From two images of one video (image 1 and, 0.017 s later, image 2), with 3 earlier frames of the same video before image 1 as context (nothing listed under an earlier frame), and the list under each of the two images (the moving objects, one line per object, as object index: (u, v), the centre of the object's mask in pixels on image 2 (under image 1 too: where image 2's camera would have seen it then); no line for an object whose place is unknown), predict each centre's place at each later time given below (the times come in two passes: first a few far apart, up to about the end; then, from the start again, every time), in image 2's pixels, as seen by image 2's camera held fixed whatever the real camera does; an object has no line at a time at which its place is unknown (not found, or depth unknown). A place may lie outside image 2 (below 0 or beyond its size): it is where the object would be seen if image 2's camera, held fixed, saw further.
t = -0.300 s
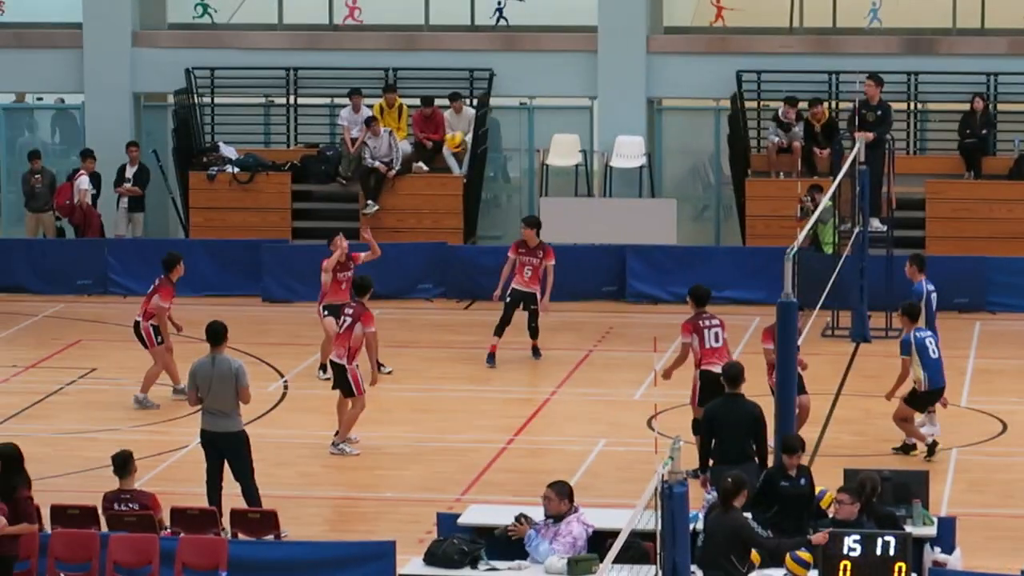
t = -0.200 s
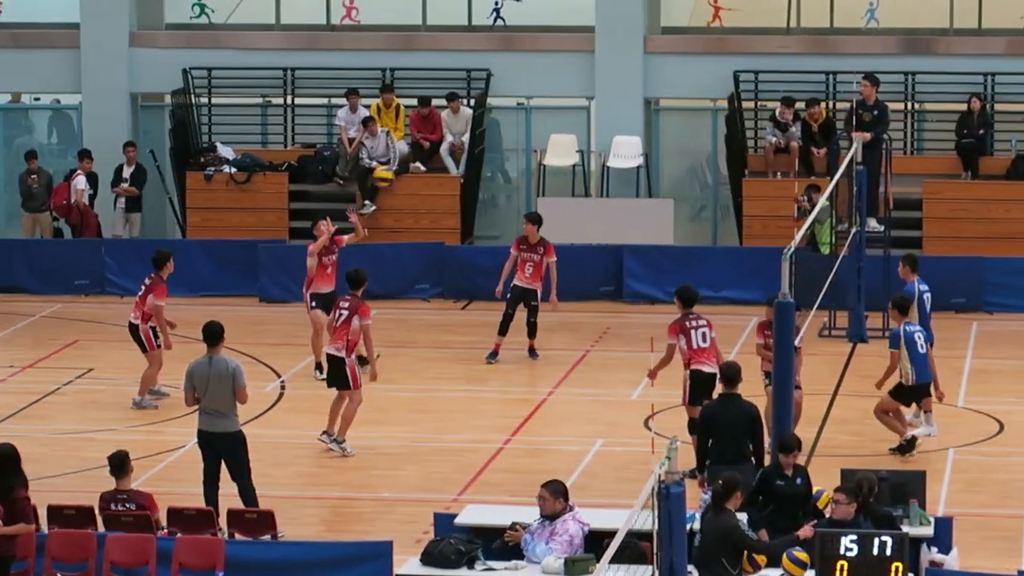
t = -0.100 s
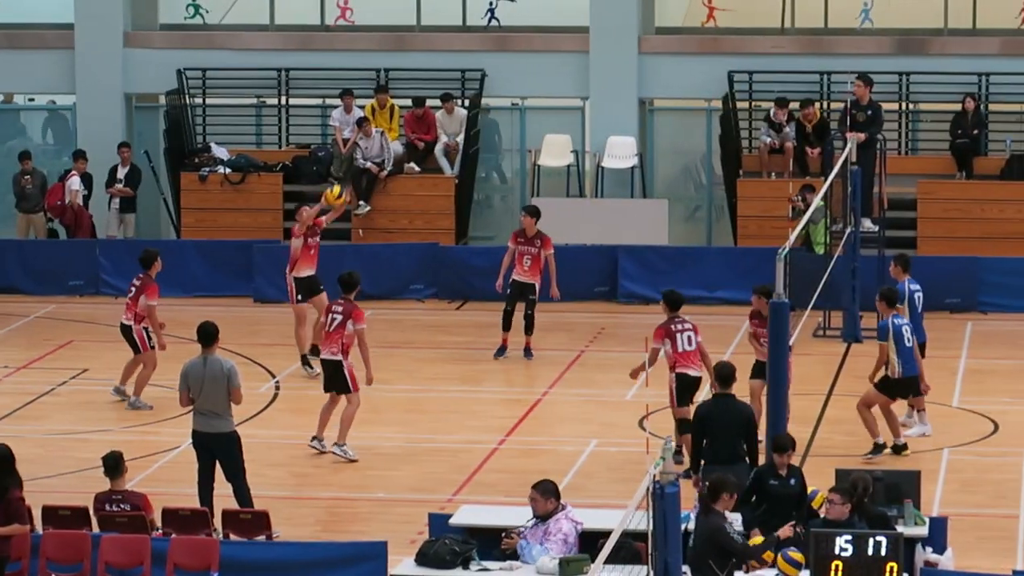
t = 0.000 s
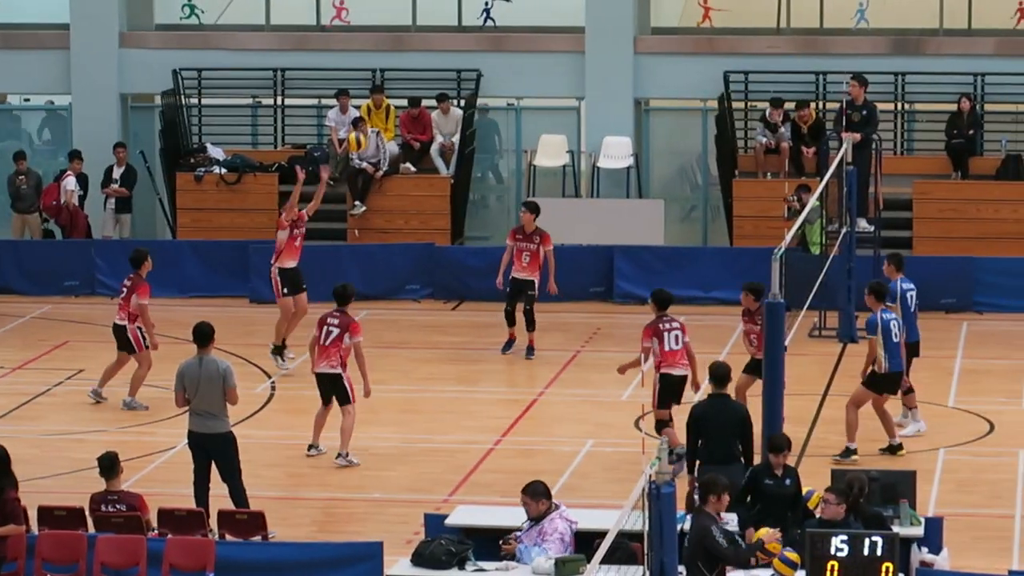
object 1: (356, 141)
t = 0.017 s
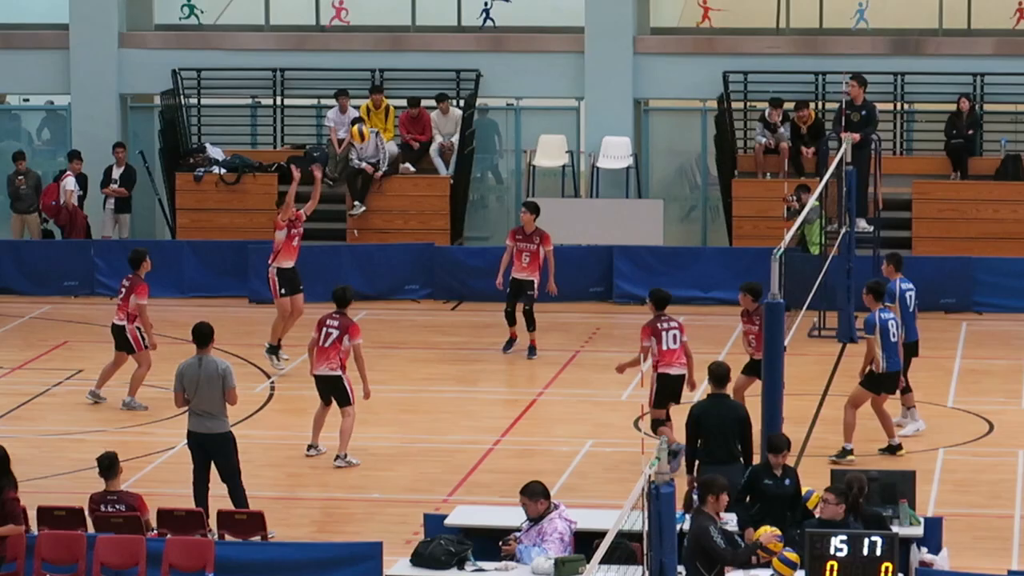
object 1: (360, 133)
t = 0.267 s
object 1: (424, 44)
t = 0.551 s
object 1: (496, 15)
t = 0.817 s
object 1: (563, 60)
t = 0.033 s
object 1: (363, 126)
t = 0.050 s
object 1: (368, 118)
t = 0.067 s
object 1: (374, 110)
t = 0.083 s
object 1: (377, 104)
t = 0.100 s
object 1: (381, 97)
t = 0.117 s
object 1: (386, 91)
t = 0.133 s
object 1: (390, 85)
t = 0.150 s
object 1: (395, 78)
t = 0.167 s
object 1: (399, 72)
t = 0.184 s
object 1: (404, 66)
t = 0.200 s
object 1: (408, 61)
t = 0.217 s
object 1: (412, 57)
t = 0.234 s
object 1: (416, 52)
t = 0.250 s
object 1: (420, 48)
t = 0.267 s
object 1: (424, 44)
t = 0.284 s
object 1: (429, 40)
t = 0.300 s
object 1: (433, 36)
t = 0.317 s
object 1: (437, 33)
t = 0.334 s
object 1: (441, 30)
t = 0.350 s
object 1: (445, 28)
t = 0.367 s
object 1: (450, 25)
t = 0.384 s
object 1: (453, 23)
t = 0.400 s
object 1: (458, 21)
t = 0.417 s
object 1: (462, 19)
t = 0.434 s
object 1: (466, 18)
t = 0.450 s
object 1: (471, 16)
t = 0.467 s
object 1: (475, 15)
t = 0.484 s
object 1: (479, 15)
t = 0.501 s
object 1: (483, 14)
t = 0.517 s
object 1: (488, 14)
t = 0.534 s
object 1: (492, 14)
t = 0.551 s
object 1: (496, 15)
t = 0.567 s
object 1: (500, 16)
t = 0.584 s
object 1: (505, 17)
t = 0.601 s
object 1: (509, 18)
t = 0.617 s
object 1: (513, 20)
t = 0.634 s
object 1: (517, 22)
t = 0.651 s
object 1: (521, 23)
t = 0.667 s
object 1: (525, 26)
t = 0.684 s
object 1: (529, 28)
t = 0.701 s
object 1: (533, 32)
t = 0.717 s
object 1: (537, 35)
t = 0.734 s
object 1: (542, 38)
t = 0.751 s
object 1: (546, 42)
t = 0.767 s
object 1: (551, 46)
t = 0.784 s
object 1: (555, 50)
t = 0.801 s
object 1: (560, 55)
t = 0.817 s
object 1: (563, 60)
